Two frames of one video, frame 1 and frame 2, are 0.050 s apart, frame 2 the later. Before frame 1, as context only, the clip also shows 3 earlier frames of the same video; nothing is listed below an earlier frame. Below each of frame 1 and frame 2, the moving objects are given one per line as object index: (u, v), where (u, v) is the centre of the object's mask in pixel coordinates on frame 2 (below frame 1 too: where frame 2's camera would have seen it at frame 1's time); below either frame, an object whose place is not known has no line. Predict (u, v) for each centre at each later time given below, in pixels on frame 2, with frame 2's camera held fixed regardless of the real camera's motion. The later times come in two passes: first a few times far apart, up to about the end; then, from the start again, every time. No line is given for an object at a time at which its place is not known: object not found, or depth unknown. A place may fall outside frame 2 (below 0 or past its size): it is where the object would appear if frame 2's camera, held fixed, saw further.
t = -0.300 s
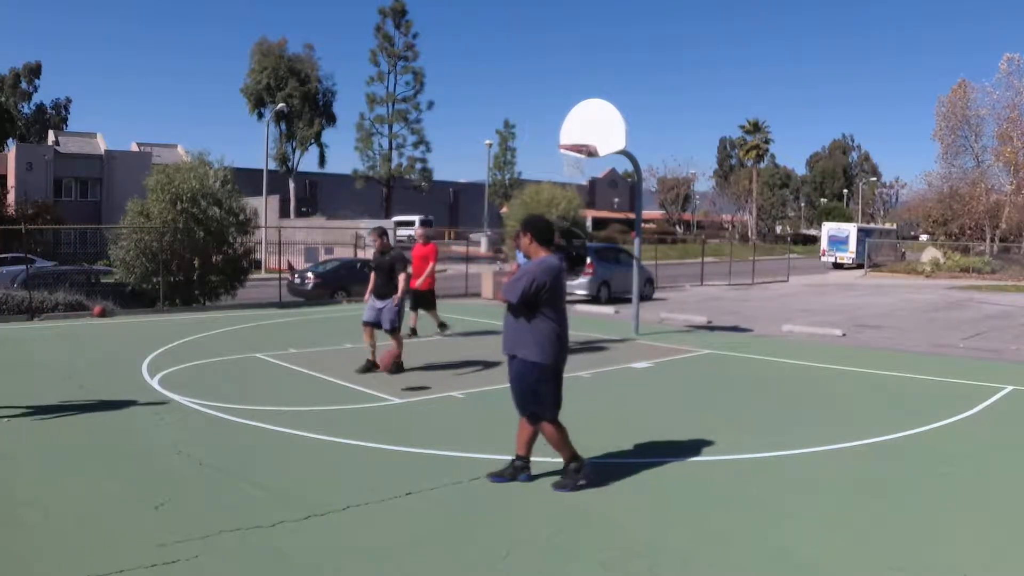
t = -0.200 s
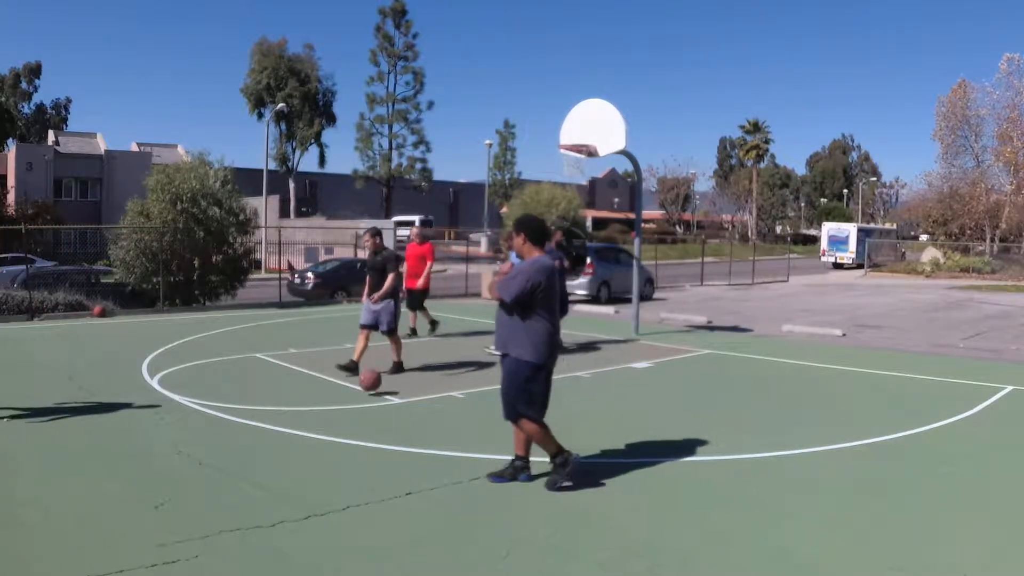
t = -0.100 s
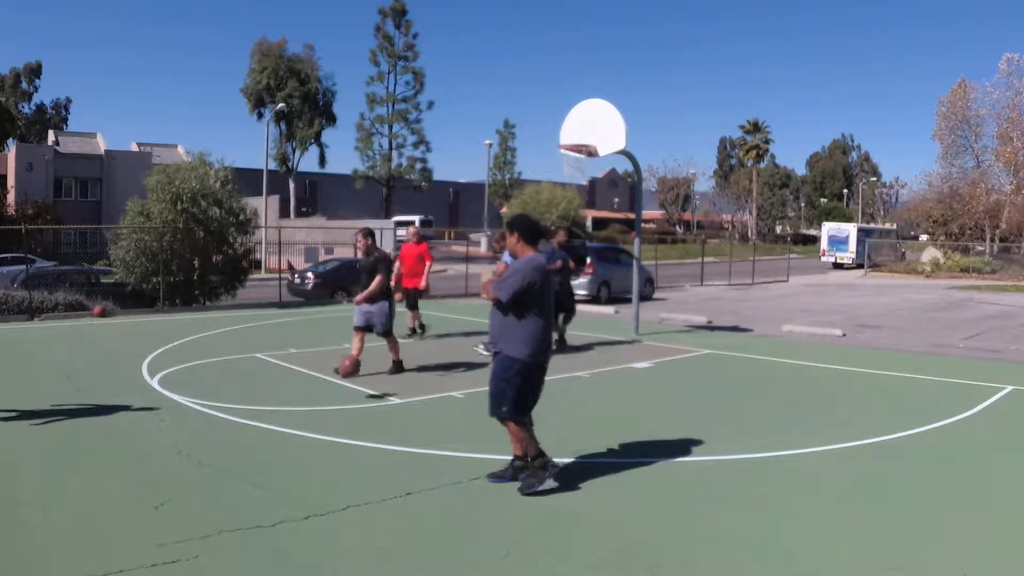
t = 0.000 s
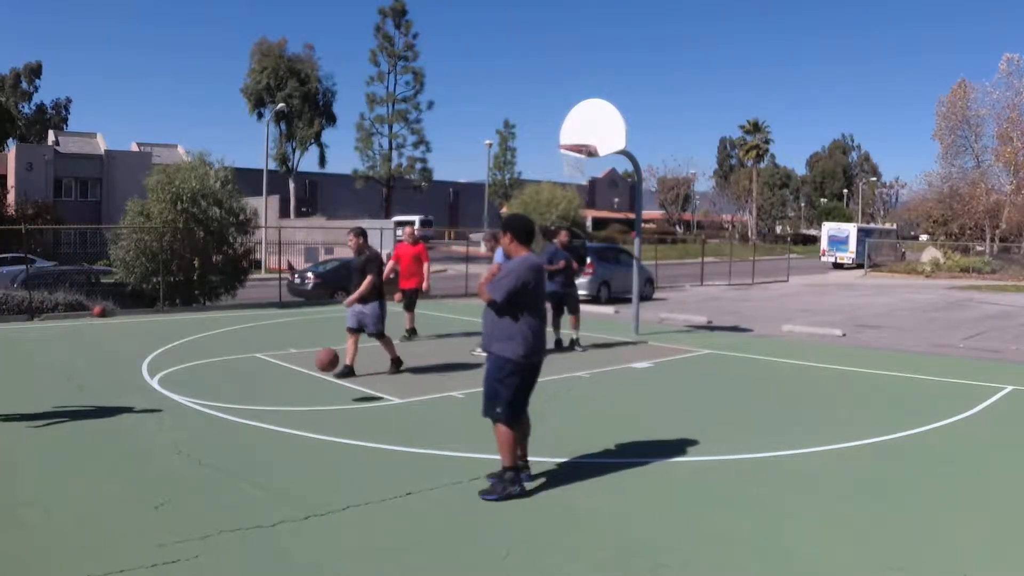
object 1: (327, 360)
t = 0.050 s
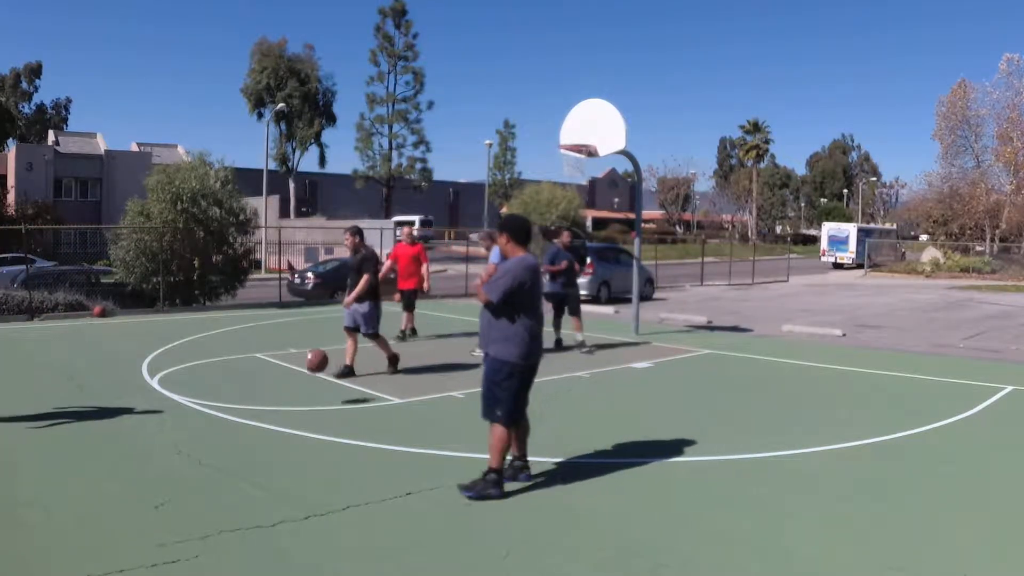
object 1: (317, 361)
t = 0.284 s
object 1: (261, 402)
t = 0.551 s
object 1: (192, 389)
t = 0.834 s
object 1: (112, 410)
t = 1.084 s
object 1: (38, 435)
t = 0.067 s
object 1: (311, 362)
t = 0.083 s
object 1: (308, 363)
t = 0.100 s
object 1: (304, 365)
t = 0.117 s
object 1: (301, 366)
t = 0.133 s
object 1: (296, 368)
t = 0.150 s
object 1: (293, 371)
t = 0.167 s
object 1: (290, 374)
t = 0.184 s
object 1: (286, 377)
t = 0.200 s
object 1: (282, 380)
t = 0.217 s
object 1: (278, 385)
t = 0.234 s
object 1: (273, 388)
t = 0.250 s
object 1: (269, 392)
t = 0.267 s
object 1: (265, 397)
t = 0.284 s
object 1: (261, 402)
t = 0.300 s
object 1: (257, 403)
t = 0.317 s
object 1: (253, 400)
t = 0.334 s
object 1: (249, 398)
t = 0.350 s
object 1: (244, 395)
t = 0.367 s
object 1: (240, 392)
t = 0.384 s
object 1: (235, 391)
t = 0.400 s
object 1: (231, 389)
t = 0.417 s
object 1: (227, 388)
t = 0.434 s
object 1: (223, 387)
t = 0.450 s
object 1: (219, 387)
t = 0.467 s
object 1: (215, 386)
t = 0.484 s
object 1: (210, 387)
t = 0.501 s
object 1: (204, 386)
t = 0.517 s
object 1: (199, 386)
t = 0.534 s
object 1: (196, 387)
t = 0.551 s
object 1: (192, 389)
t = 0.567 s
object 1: (187, 390)
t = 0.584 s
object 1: (183, 392)
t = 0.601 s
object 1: (178, 394)
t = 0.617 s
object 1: (174, 397)
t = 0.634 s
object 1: (170, 400)
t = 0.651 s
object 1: (165, 403)
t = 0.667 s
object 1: (161, 407)
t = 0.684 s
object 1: (157, 412)
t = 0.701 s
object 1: (152, 417)
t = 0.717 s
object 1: (148, 421)
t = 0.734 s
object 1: (143, 421)
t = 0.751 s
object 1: (138, 418)
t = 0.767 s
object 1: (133, 415)
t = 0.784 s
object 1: (126, 413)
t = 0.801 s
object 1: (122, 412)
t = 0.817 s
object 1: (117, 410)
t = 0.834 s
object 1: (112, 410)
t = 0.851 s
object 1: (107, 409)
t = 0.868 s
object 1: (102, 409)
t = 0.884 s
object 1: (97, 409)
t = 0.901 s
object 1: (92, 410)
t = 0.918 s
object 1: (87, 410)
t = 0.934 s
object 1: (82, 412)
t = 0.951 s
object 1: (78, 414)
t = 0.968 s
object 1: (72, 415)
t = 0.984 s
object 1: (67, 416)
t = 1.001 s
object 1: (62, 418)
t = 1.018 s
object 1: (57, 422)
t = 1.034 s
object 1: (52, 426)
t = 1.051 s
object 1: (47, 430)
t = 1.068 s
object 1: (42, 434)
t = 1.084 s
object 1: (38, 435)
